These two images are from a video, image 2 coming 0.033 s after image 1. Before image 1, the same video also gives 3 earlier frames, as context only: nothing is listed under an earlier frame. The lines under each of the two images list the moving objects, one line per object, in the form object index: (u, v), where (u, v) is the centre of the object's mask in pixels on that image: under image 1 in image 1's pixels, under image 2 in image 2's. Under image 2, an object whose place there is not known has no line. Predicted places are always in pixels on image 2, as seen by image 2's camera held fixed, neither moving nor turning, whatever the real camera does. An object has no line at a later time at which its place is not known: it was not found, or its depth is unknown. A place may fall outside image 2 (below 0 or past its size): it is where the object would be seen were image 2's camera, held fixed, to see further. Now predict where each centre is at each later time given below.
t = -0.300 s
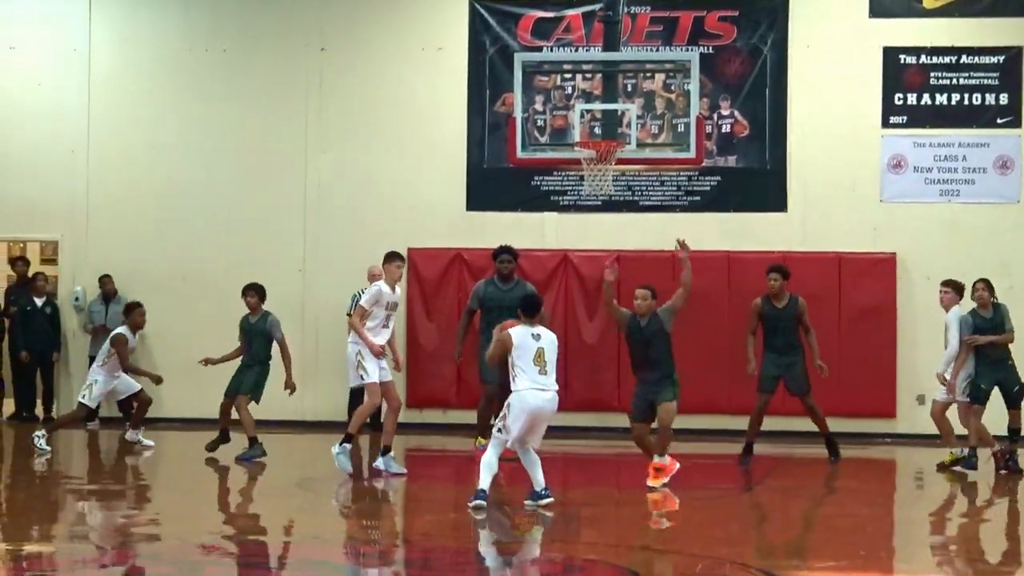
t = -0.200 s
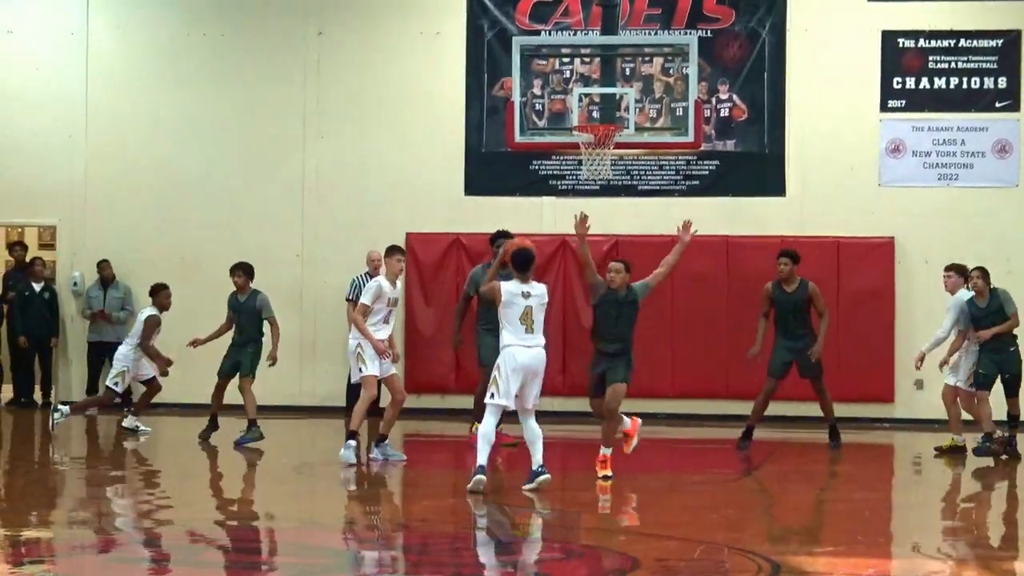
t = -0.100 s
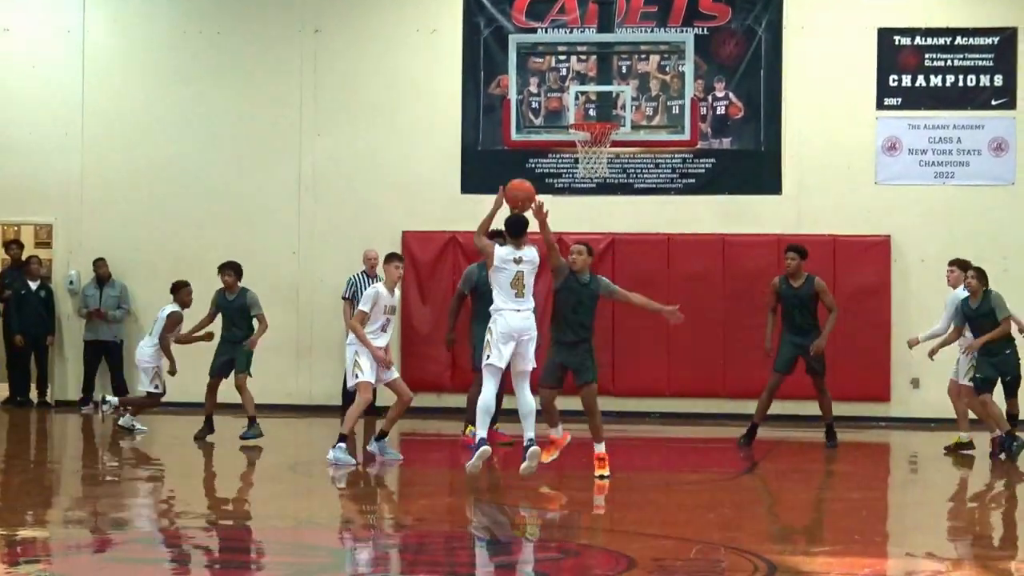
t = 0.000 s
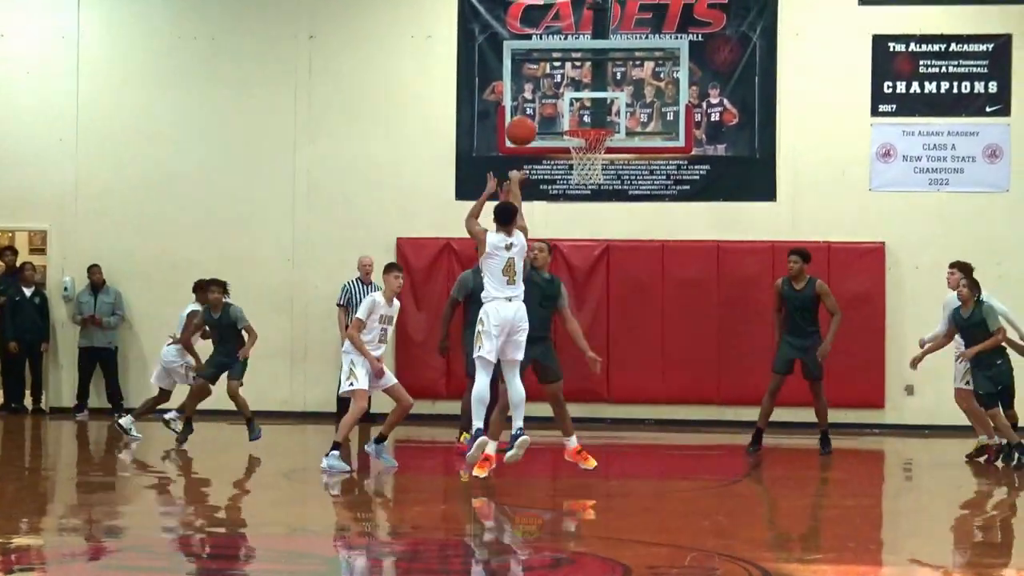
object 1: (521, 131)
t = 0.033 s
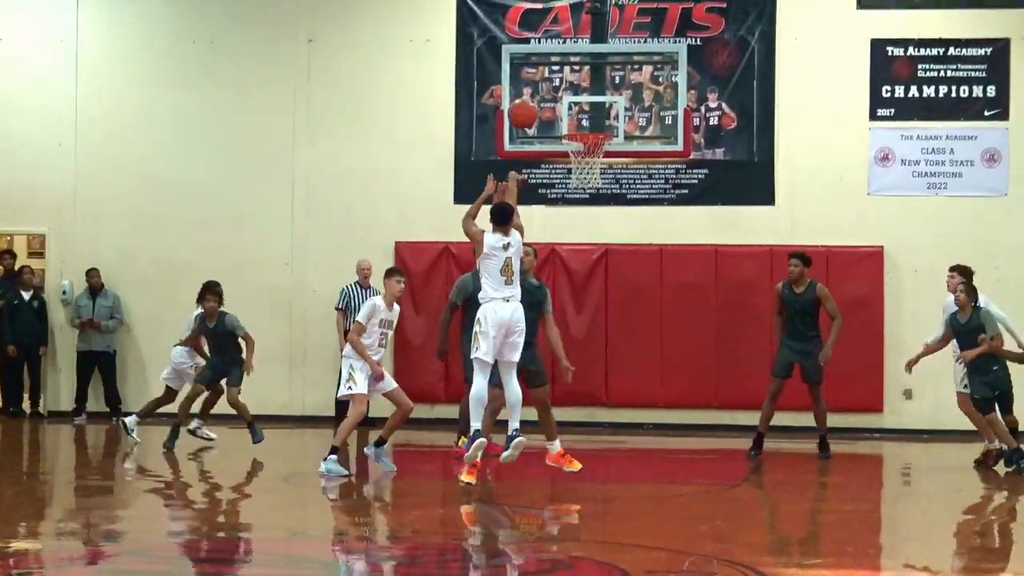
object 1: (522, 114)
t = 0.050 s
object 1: (524, 104)
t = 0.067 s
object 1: (525, 93)
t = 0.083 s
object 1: (526, 84)
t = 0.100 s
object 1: (527, 75)
